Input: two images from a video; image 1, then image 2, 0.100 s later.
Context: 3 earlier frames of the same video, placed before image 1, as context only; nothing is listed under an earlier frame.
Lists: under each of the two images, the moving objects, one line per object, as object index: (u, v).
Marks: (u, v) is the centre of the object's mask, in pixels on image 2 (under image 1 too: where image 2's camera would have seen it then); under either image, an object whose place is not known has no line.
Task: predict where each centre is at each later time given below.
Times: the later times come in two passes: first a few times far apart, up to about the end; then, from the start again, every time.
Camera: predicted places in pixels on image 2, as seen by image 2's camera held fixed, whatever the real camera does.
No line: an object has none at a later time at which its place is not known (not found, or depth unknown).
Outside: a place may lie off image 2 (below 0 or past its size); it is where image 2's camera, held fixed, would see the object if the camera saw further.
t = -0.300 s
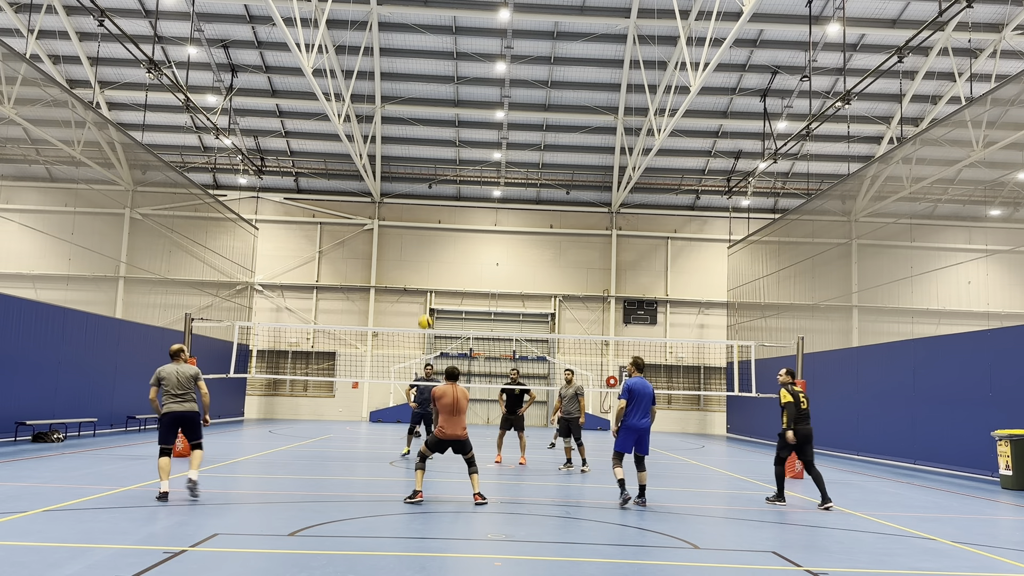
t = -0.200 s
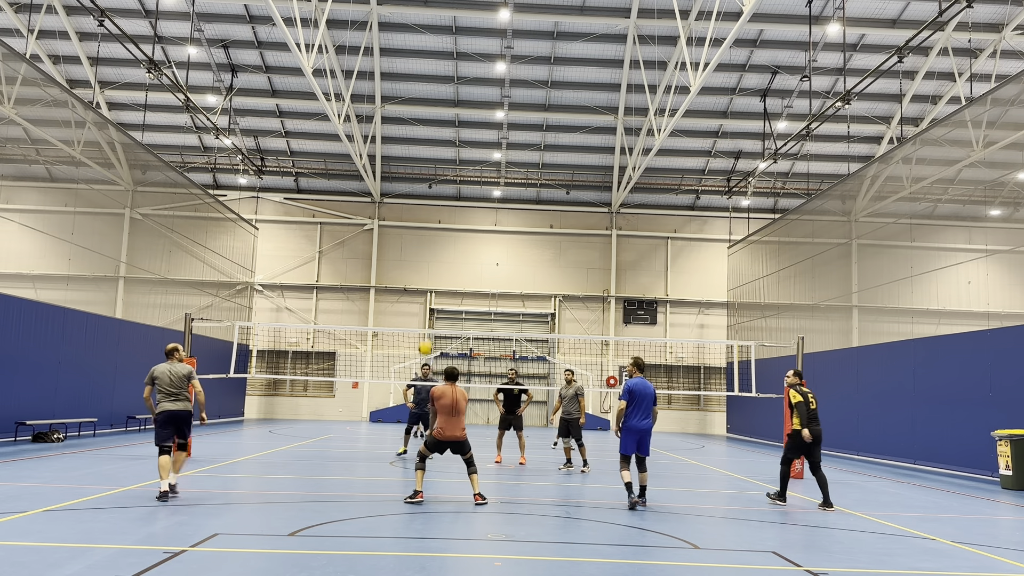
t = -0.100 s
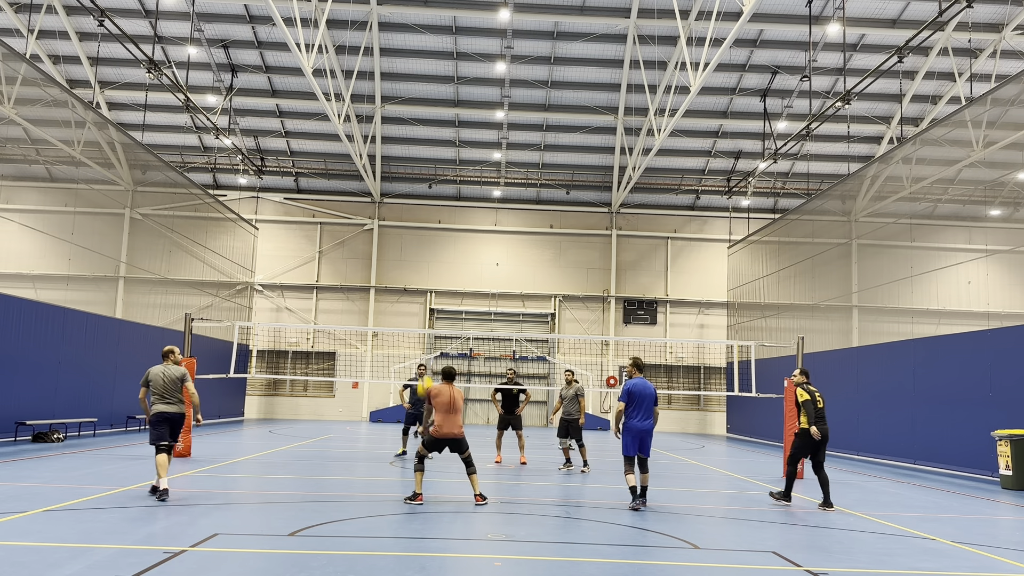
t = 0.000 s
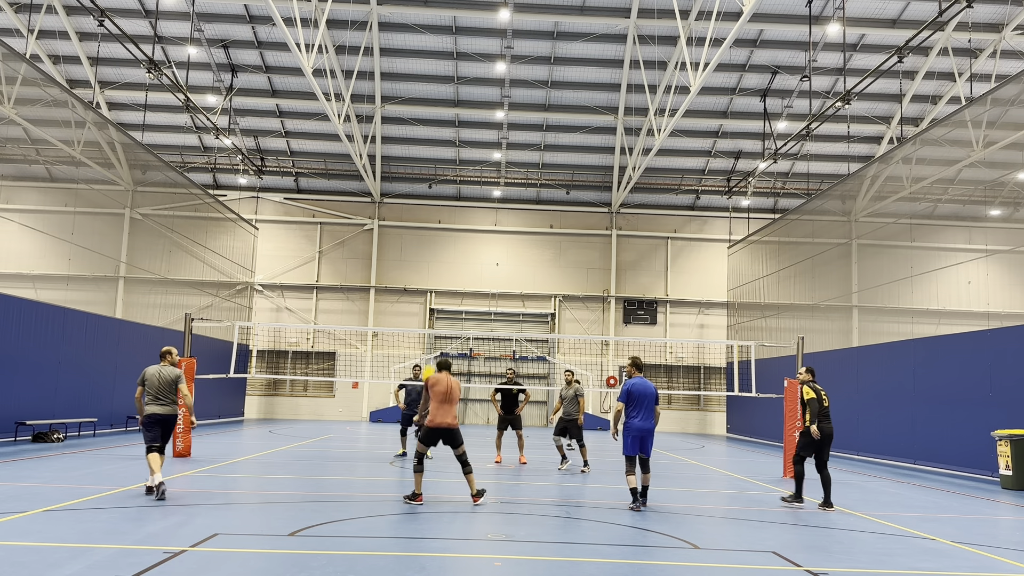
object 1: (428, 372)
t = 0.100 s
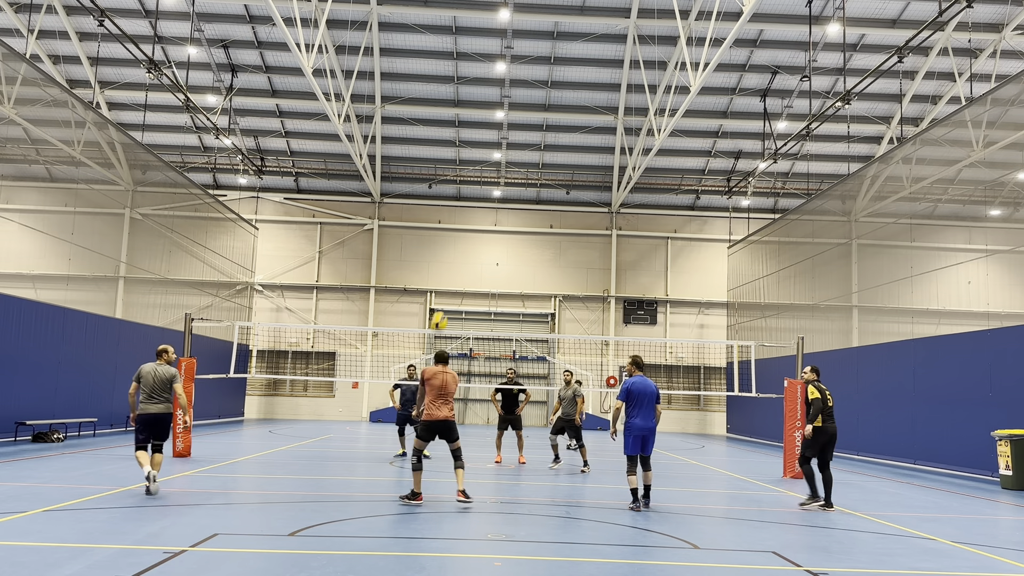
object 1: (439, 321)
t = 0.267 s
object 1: (451, 258)
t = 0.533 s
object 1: (464, 207)
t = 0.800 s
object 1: (473, 204)
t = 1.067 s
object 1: (480, 242)
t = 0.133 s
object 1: (442, 307)
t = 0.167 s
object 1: (444, 294)
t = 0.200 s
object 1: (447, 280)
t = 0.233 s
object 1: (449, 268)
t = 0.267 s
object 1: (451, 258)
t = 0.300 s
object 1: (454, 248)
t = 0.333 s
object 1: (455, 240)
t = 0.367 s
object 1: (457, 233)
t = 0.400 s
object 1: (458, 226)
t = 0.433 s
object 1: (460, 219)
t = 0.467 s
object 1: (461, 214)
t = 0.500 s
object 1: (463, 210)
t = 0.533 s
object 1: (464, 207)
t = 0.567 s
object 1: (465, 204)
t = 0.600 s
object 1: (467, 202)
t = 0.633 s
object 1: (468, 201)
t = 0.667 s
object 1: (469, 200)
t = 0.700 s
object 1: (470, 200)
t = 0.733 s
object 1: (471, 201)
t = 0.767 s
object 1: (472, 202)
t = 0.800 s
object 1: (473, 204)
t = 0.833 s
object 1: (474, 207)
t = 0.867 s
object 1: (475, 210)
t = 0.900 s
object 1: (476, 214)
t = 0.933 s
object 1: (477, 218)
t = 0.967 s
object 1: (478, 223)
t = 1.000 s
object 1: (479, 229)
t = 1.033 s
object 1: (479, 235)
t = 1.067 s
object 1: (480, 242)
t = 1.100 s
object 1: (480, 249)
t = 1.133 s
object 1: (481, 258)
